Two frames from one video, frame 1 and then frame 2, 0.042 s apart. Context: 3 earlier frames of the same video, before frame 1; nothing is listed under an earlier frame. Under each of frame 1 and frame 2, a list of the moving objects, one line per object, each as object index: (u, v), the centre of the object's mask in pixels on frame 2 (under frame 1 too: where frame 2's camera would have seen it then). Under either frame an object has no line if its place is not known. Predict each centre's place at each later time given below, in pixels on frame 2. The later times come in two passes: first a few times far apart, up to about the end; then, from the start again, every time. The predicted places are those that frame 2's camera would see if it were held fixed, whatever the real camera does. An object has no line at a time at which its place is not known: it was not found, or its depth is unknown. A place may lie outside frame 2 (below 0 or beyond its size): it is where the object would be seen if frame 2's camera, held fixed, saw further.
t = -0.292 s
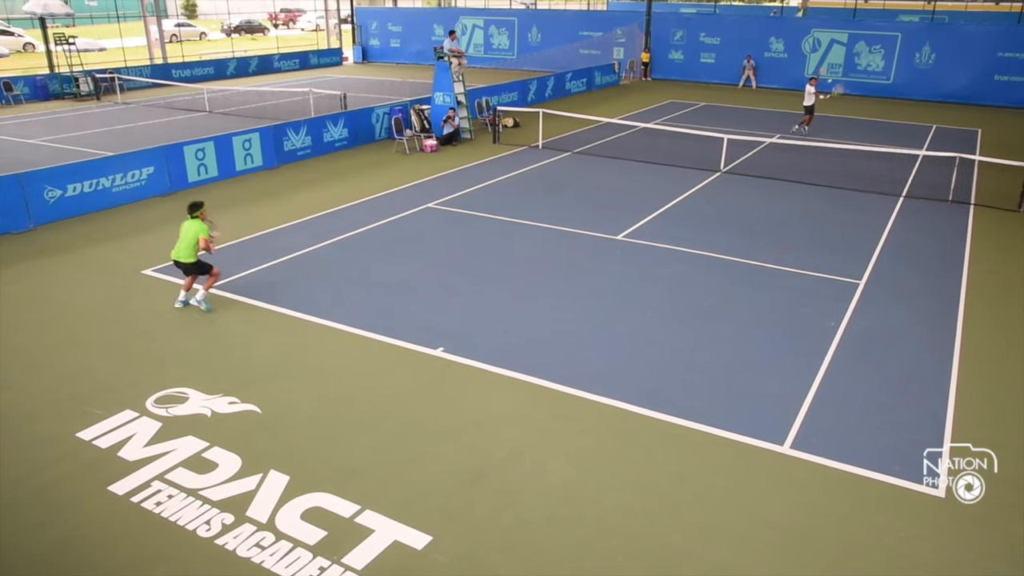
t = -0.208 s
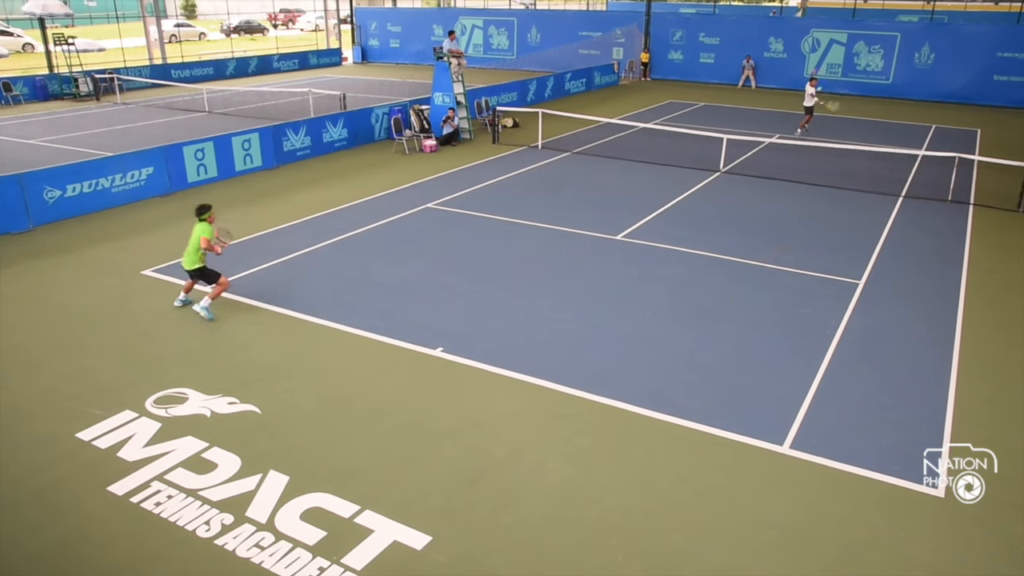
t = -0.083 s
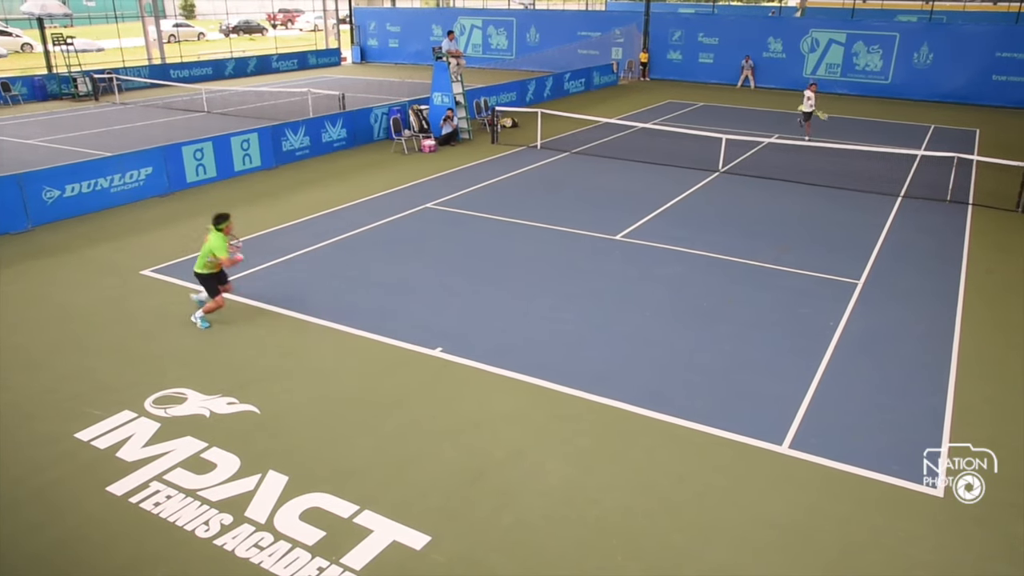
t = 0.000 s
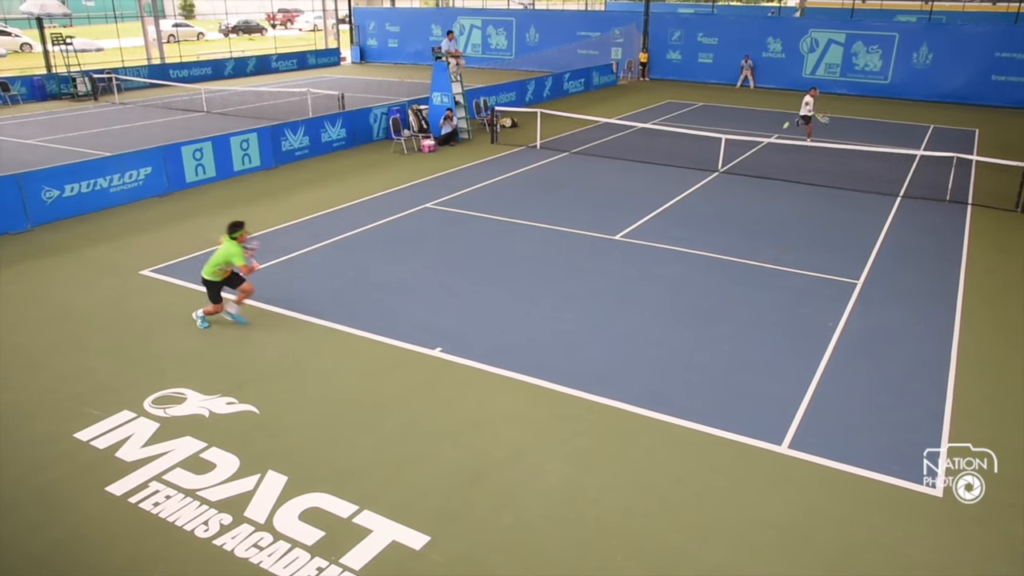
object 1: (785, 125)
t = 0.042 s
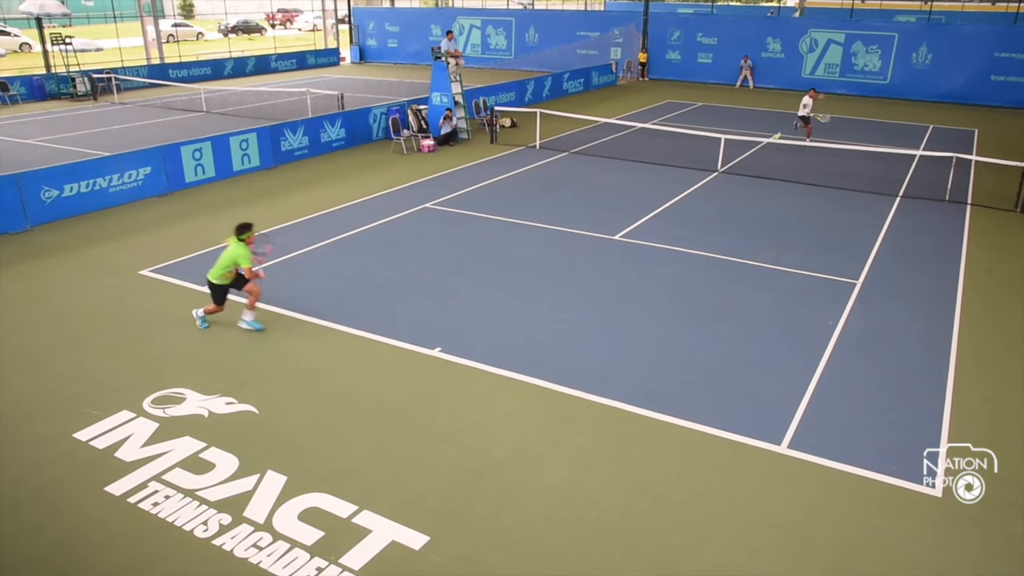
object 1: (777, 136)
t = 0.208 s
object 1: (741, 196)
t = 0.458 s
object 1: (677, 280)
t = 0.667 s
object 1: (622, 305)
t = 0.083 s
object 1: (769, 148)
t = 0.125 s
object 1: (761, 162)
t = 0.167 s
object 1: (751, 178)
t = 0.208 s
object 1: (741, 196)
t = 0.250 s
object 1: (730, 215)
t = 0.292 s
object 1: (718, 237)
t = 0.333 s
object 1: (706, 262)
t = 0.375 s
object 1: (694, 279)
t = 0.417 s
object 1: (686, 278)
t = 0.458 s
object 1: (677, 280)
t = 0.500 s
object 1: (668, 281)
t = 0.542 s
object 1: (658, 285)
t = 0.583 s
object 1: (647, 290)
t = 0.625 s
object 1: (635, 296)
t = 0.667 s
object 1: (622, 305)
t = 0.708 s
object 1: (607, 317)
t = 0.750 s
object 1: (591, 330)
